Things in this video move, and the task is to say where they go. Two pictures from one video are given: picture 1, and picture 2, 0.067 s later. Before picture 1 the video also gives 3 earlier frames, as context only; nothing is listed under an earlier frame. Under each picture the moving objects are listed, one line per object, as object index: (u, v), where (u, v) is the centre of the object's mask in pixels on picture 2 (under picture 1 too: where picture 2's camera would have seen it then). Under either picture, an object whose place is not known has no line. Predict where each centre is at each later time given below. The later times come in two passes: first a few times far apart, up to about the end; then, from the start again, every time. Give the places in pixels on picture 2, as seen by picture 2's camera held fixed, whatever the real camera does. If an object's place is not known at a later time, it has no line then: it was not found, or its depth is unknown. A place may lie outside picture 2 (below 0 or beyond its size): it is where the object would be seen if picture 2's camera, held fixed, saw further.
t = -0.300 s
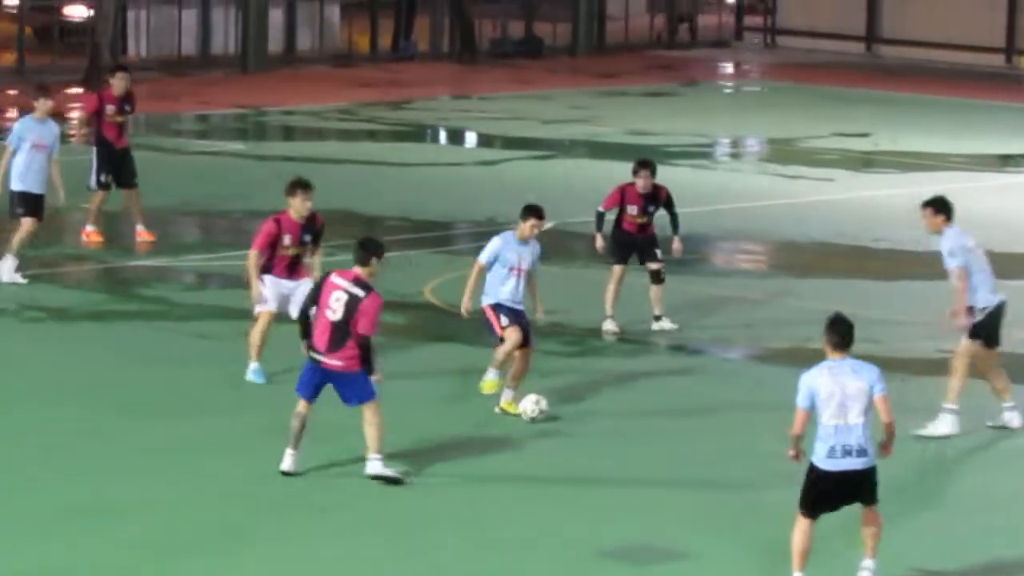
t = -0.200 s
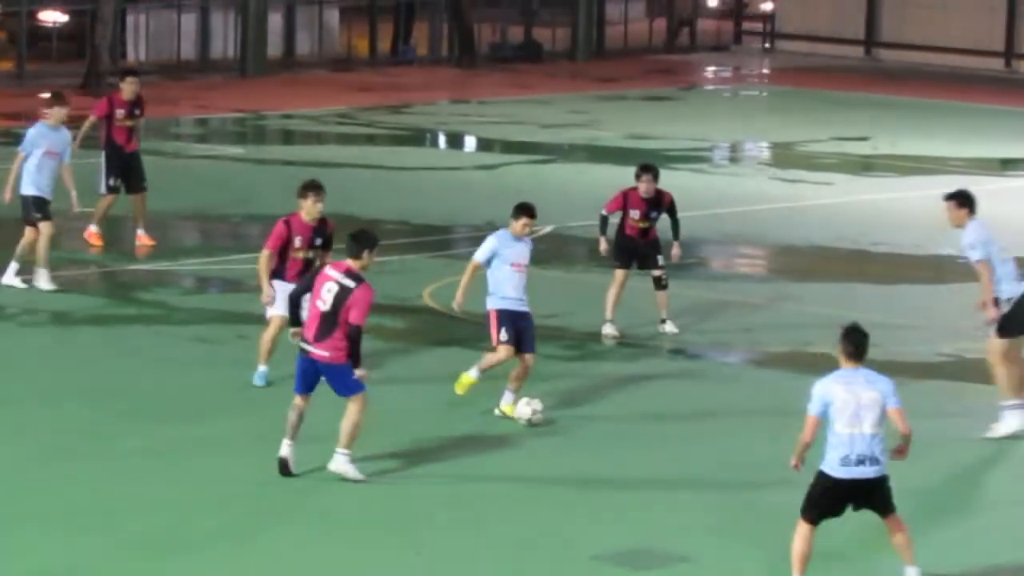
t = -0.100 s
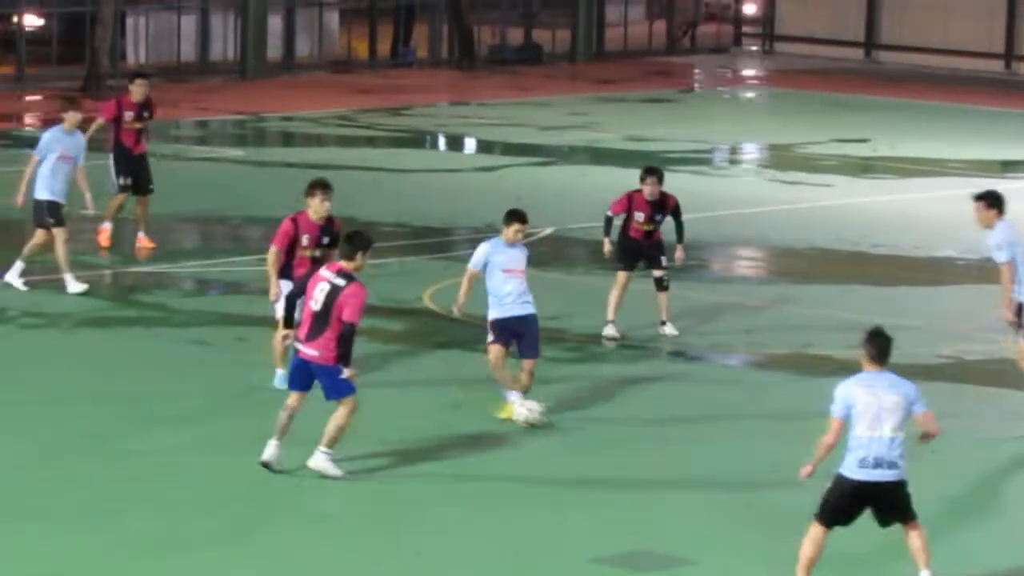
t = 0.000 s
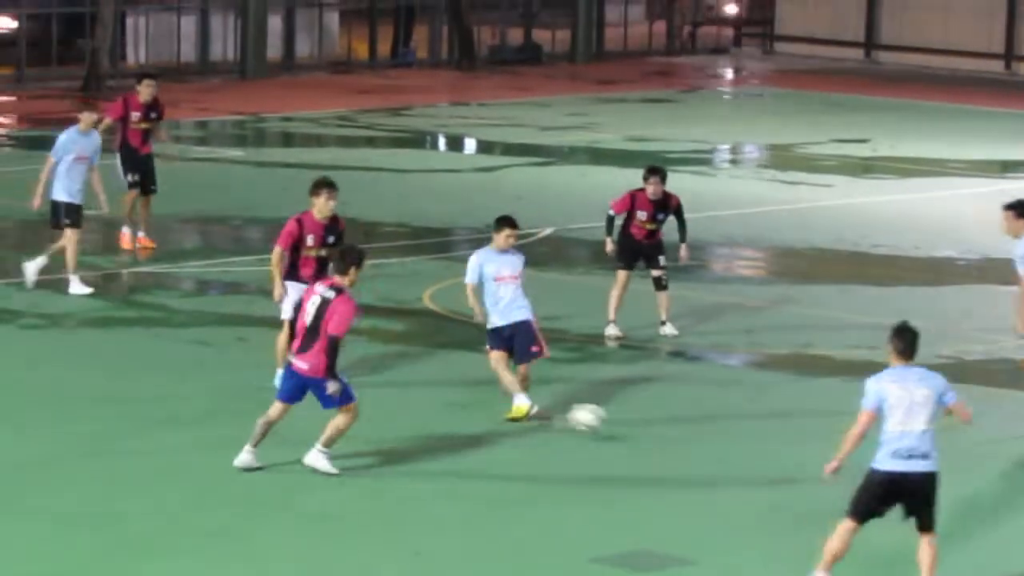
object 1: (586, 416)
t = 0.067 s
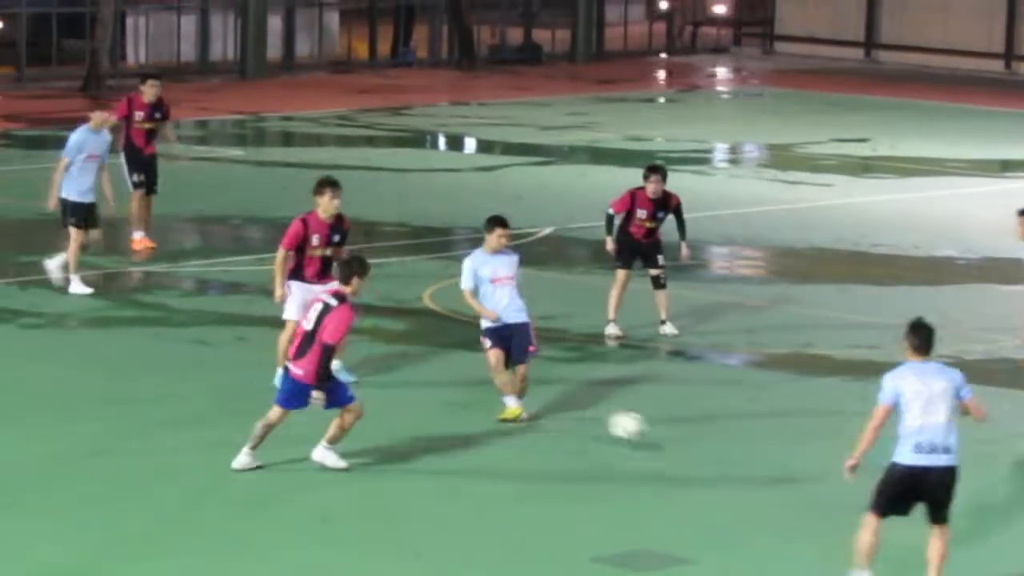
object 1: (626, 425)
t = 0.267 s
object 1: (738, 453)
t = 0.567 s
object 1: (885, 494)
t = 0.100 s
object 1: (646, 432)
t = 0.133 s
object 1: (667, 441)
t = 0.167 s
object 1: (687, 448)
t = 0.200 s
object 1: (704, 448)
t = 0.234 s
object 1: (721, 449)
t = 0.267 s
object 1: (738, 453)
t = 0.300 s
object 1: (754, 458)
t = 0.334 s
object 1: (772, 465)
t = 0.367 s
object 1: (791, 473)
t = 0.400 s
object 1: (806, 474)
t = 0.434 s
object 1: (822, 476)
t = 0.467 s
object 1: (837, 477)
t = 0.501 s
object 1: (852, 481)
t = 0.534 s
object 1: (870, 487)
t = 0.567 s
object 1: (885, 494)
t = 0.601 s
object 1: (902, 500)
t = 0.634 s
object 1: (917, 501)
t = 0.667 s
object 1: (933, 505)
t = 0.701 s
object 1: (949, 509)
